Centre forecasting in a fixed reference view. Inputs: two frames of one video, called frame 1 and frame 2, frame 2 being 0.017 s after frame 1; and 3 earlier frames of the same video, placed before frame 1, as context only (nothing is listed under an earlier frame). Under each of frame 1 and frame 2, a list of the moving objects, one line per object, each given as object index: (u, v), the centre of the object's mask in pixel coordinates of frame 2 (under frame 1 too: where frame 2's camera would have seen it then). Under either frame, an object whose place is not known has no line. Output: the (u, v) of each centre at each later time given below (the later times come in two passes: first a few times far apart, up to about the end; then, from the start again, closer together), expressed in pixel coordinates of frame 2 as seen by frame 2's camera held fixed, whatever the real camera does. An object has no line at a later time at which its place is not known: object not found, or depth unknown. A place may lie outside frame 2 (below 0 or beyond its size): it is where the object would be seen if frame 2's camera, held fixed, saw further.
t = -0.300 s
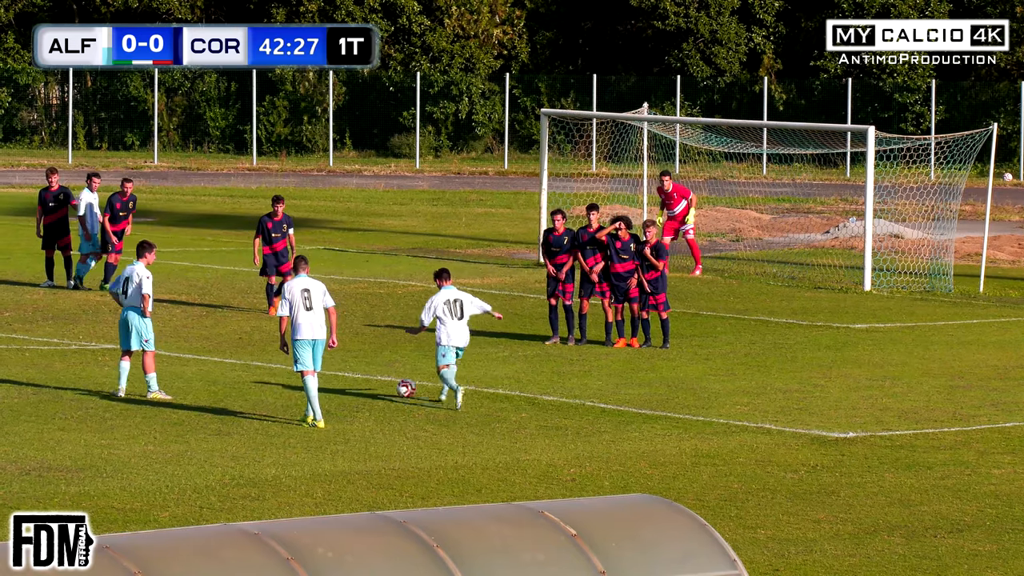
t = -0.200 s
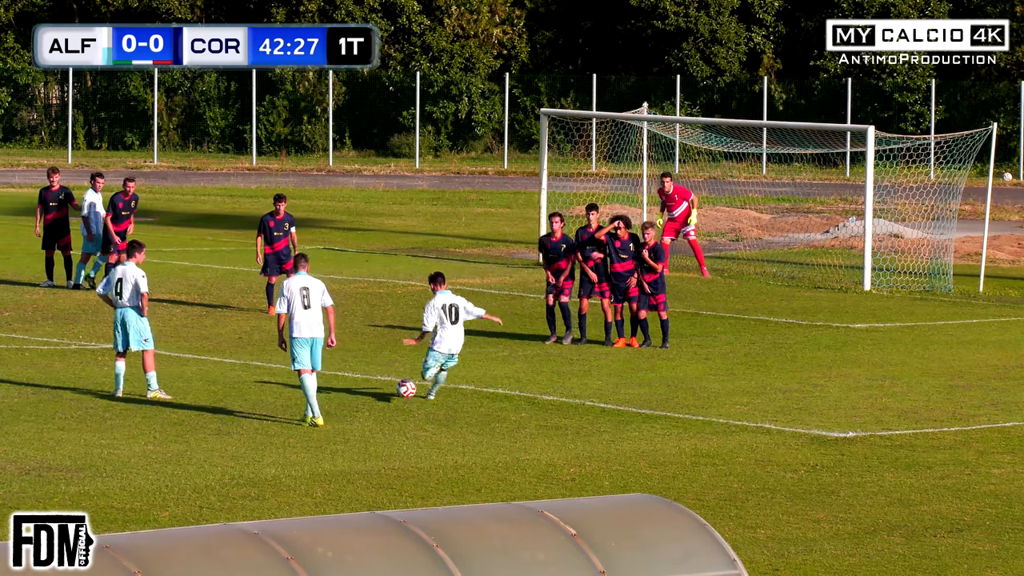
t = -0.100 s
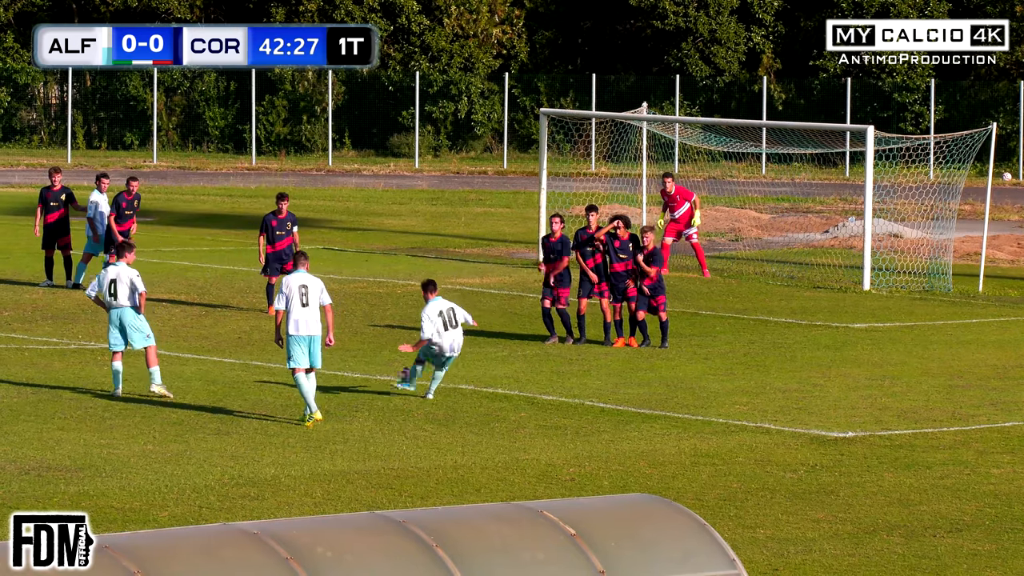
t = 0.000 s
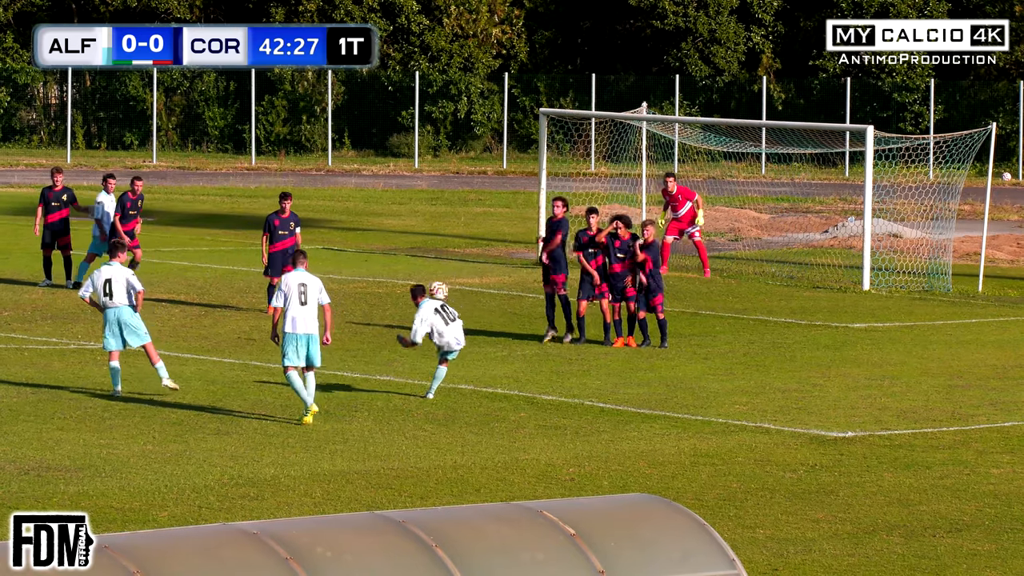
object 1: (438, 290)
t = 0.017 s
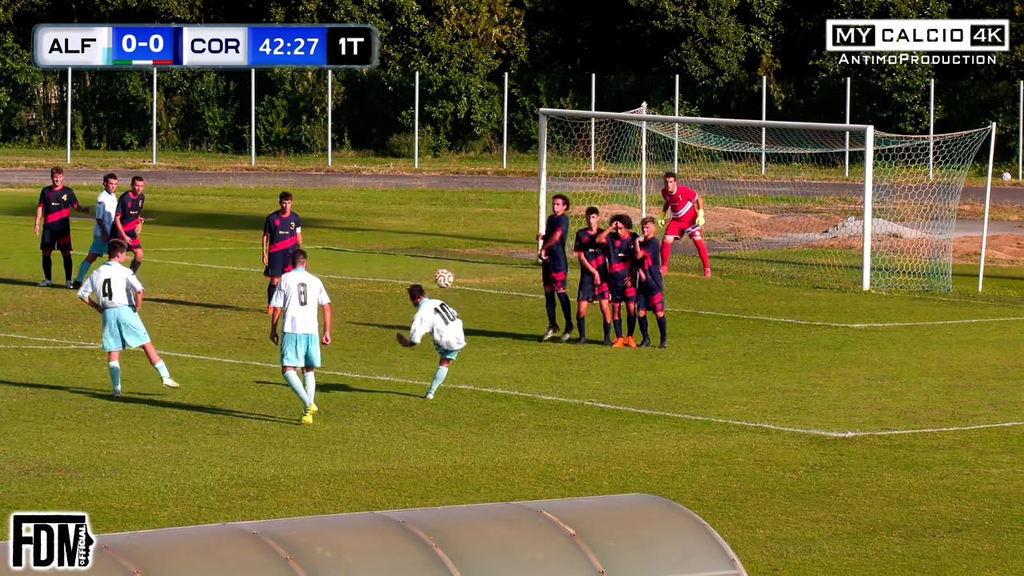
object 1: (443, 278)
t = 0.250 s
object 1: (526, 148)
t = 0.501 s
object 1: (624, 80)
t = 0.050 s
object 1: (455, 255)
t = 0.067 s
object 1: (460, 244)
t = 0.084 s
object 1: (466, 234)
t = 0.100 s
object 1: (470, 223)
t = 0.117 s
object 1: (477, 214)
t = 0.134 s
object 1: (483, 204)
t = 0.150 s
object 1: (489, 195)
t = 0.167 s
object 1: (495, 187)
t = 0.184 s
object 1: (501, 178)
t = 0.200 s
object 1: (508, 170)
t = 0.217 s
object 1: (514, 162)
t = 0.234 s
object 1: (520, 155)
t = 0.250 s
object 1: (526, 148)
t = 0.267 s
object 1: (532, 141)
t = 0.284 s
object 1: (538, 135)
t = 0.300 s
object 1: (546, 130)
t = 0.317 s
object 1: (552, 124)
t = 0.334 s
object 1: (558, 119)
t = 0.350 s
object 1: (565, 113)
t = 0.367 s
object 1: (571, 108)
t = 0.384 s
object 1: (578, 103)
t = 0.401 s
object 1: (585, 100)
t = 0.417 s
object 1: (592, 96)
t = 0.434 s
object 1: (598, 92)
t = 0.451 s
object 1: (604, 89)
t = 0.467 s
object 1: (611, 85)
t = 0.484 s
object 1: (617, 82)
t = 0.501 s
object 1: (624, 80)
